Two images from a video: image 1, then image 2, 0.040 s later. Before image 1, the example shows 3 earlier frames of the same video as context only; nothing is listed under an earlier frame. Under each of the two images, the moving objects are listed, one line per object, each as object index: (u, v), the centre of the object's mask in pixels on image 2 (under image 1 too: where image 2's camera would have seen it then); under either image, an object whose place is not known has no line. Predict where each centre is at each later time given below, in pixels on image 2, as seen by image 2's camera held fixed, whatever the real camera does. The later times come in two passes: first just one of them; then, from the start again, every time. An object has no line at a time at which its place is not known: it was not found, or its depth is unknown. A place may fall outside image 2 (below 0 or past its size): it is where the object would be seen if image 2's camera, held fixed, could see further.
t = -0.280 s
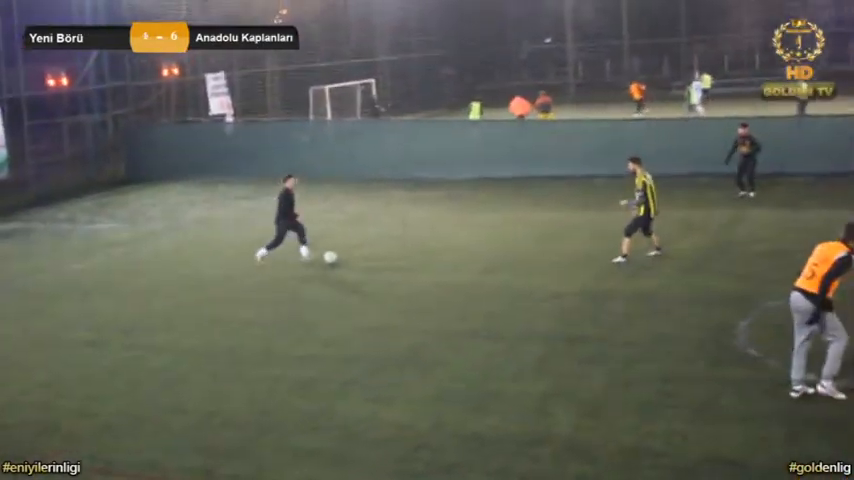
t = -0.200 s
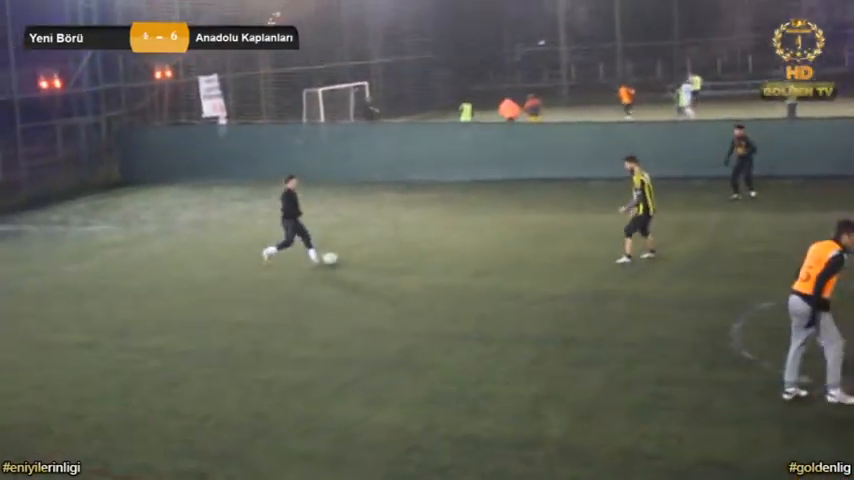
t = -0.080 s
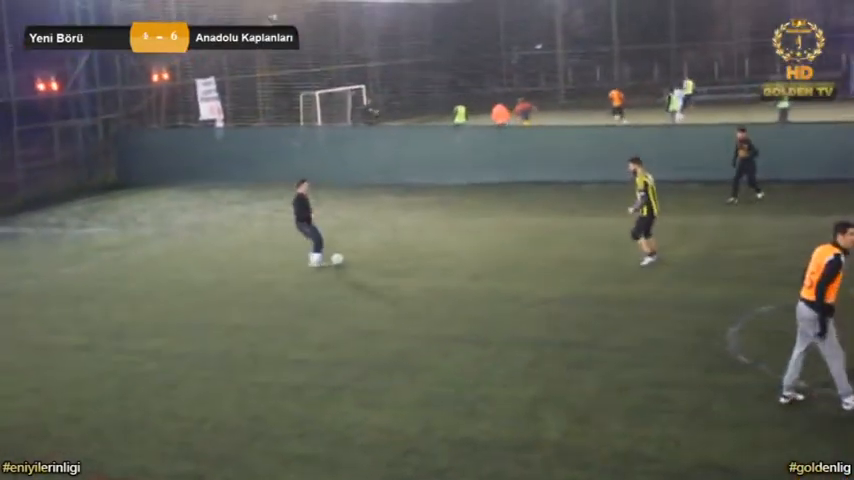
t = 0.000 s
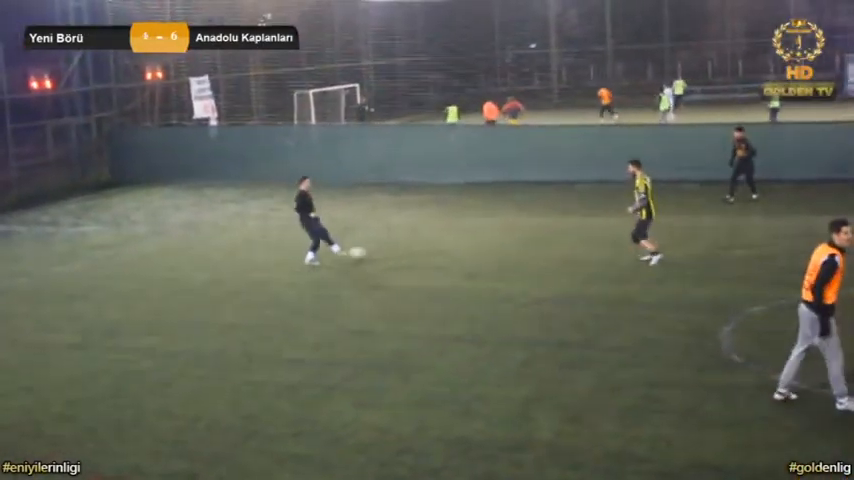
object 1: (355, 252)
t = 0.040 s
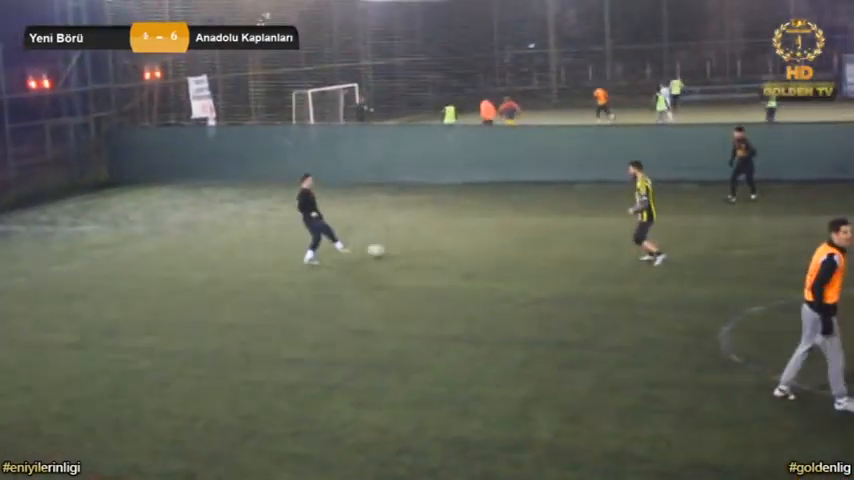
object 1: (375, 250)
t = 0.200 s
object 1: (447, 238)
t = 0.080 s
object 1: (395, 247)
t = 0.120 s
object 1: (413, 244)
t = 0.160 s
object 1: (430, 241)
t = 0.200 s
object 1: (447, 238)
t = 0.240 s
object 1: (462, 236)
